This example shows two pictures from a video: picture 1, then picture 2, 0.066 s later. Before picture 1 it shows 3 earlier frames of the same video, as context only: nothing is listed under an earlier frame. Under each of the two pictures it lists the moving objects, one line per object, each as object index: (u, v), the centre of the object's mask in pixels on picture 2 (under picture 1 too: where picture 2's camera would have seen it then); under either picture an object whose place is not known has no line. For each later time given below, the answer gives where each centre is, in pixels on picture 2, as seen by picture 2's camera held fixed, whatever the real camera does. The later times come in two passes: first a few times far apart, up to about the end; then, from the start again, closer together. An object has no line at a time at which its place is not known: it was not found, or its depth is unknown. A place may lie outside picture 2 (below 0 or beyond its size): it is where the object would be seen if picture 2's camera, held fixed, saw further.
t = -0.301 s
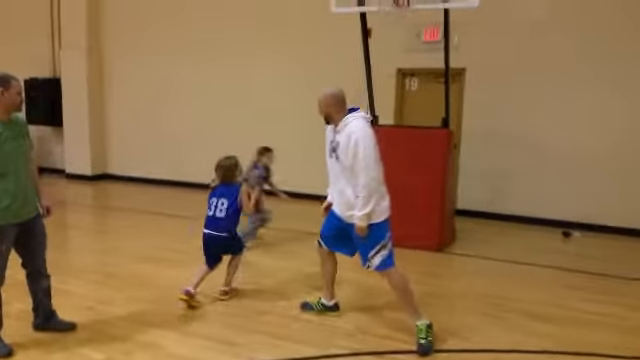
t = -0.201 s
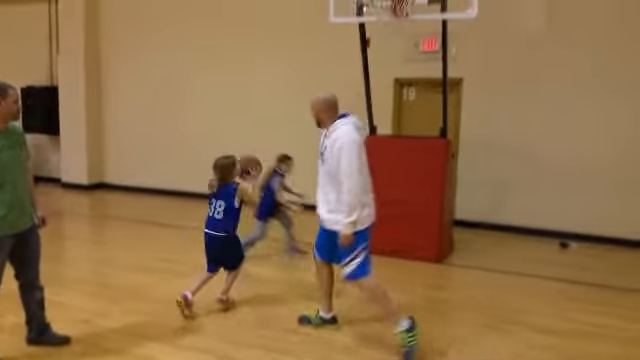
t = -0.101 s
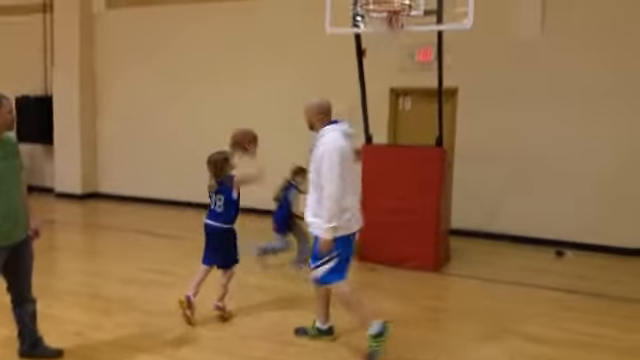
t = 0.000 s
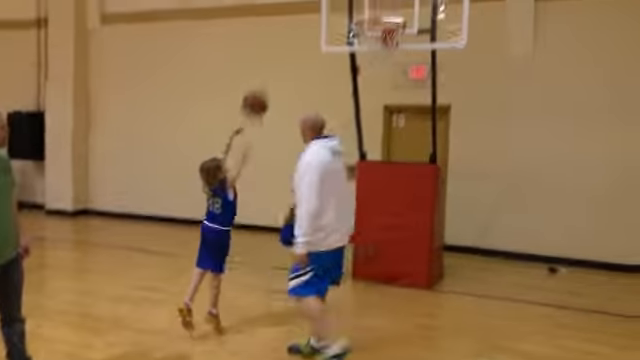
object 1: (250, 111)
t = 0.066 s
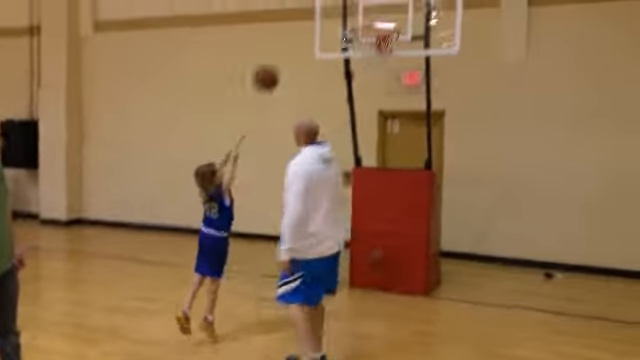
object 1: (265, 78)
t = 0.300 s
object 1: (313, 9)
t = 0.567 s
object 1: (354, 2)
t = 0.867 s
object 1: (361, 6)
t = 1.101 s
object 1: (373, 21)
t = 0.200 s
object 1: (295, 30)
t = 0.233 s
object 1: (301, 22)
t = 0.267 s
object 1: (307, 15)
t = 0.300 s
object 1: (313, 9)
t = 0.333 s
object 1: (319, 4)
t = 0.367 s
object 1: (325, 1)
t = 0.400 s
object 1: (330, -2)
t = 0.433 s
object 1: (335, -3)
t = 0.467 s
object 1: (341, -3)
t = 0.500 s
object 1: (346, -1)
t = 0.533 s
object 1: (351, 0)
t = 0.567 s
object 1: (354, 2)
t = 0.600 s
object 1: (353, 4)
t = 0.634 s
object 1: (353, 7)
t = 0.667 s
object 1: (353, 11)
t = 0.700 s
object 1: (354, 18)
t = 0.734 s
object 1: (355, 21)
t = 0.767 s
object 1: (356, 16)
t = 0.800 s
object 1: (358, 12)
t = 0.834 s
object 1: (359, 8)
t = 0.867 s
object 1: (361, 6)
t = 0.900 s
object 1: (363, 4)
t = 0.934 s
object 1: (364, 4)
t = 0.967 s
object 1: (366, 5)
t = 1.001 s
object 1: (368, 7)
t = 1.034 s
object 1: (370, 11)
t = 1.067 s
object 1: (372, 16)
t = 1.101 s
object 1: (373, 21)
